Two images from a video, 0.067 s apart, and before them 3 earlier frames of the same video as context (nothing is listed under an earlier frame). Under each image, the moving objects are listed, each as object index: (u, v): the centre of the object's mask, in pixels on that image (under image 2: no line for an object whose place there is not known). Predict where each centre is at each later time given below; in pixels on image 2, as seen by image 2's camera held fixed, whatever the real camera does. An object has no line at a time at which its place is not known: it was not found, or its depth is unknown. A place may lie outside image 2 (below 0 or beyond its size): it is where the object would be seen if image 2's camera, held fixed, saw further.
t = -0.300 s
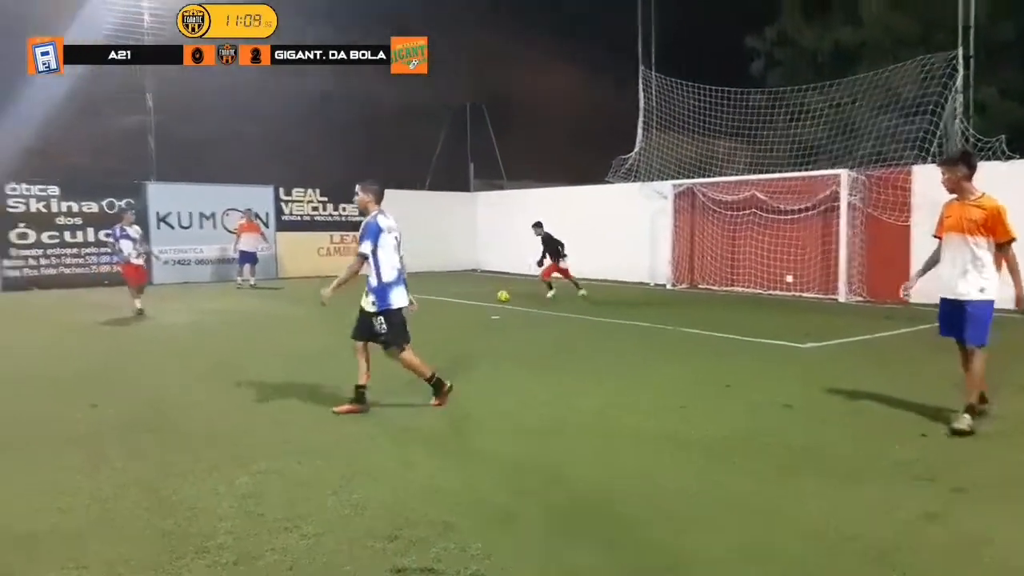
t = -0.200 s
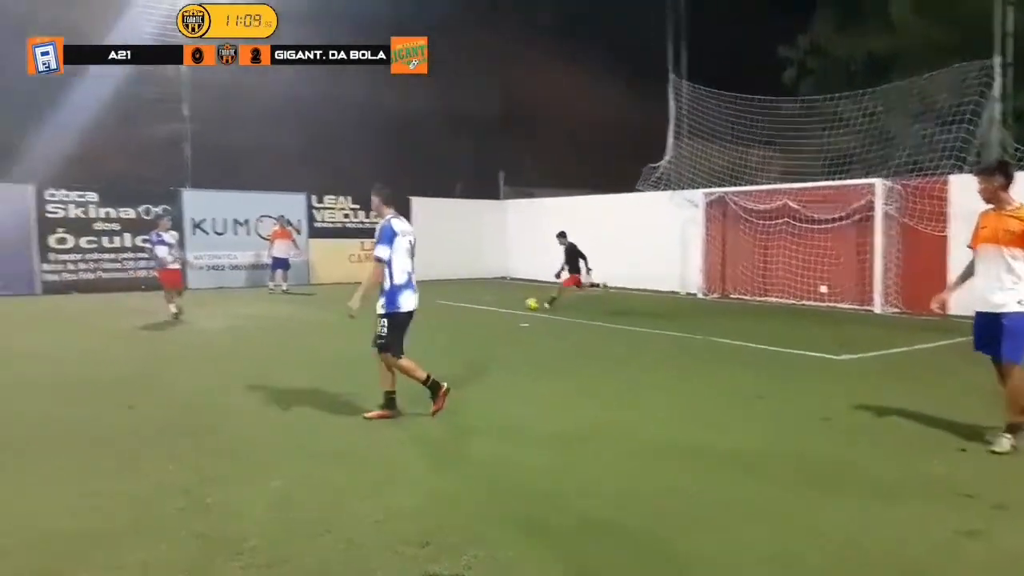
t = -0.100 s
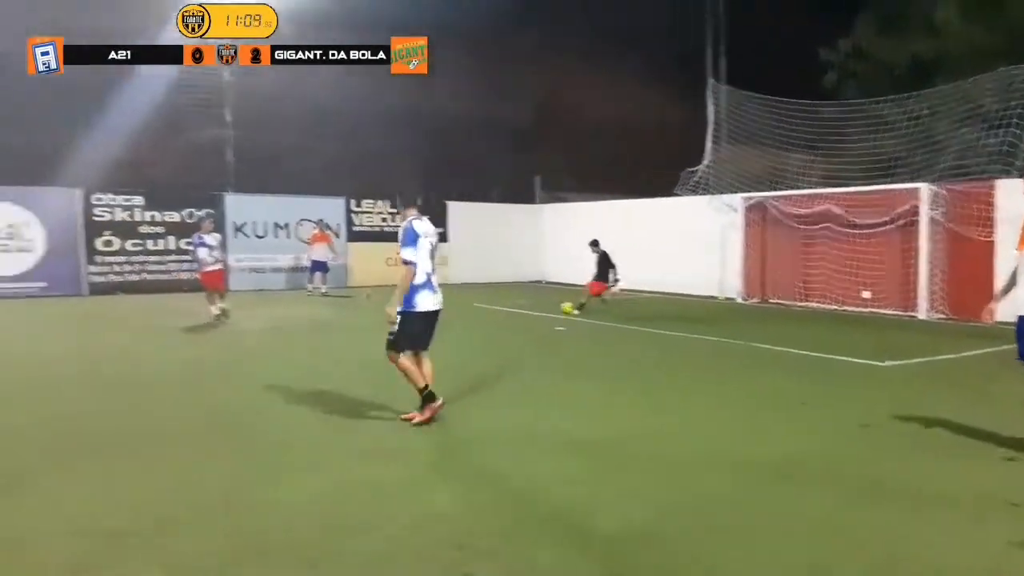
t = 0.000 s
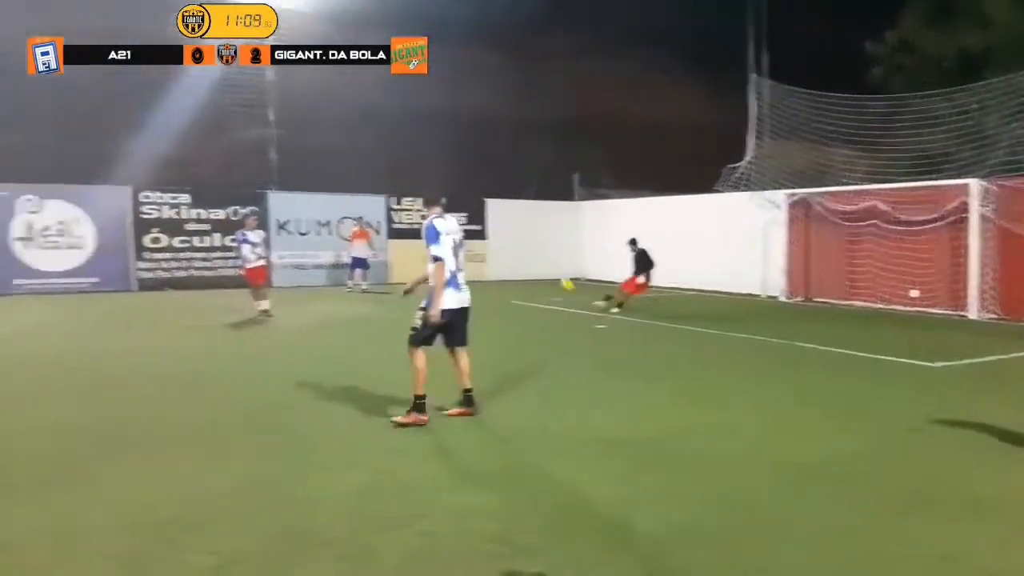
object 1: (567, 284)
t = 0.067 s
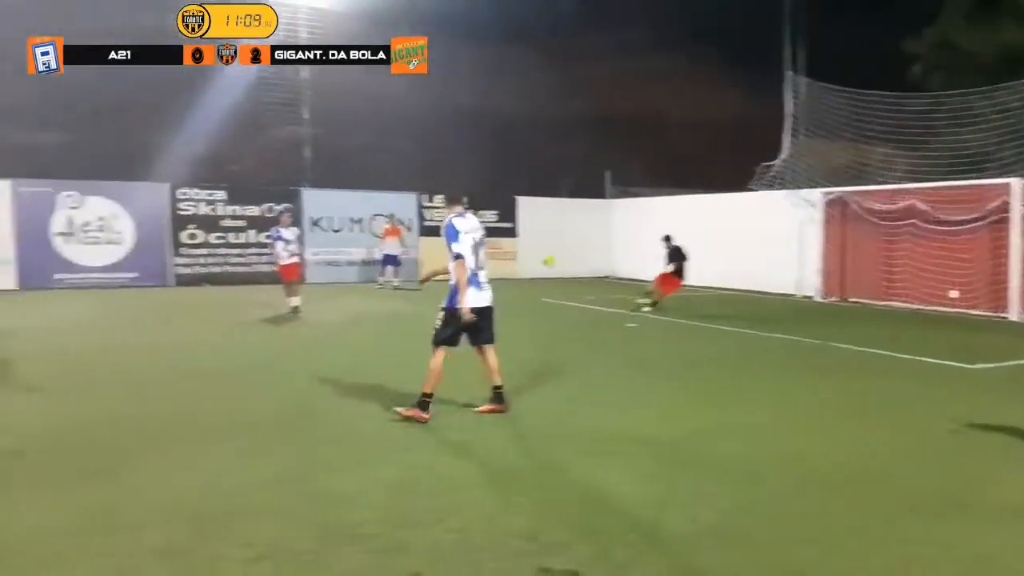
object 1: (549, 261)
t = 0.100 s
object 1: (524, 249)
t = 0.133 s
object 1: (496, 234)
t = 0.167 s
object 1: (470, 222)
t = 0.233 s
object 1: (411, 197)
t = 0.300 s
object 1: (349, 173)
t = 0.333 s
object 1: (317, 161)
